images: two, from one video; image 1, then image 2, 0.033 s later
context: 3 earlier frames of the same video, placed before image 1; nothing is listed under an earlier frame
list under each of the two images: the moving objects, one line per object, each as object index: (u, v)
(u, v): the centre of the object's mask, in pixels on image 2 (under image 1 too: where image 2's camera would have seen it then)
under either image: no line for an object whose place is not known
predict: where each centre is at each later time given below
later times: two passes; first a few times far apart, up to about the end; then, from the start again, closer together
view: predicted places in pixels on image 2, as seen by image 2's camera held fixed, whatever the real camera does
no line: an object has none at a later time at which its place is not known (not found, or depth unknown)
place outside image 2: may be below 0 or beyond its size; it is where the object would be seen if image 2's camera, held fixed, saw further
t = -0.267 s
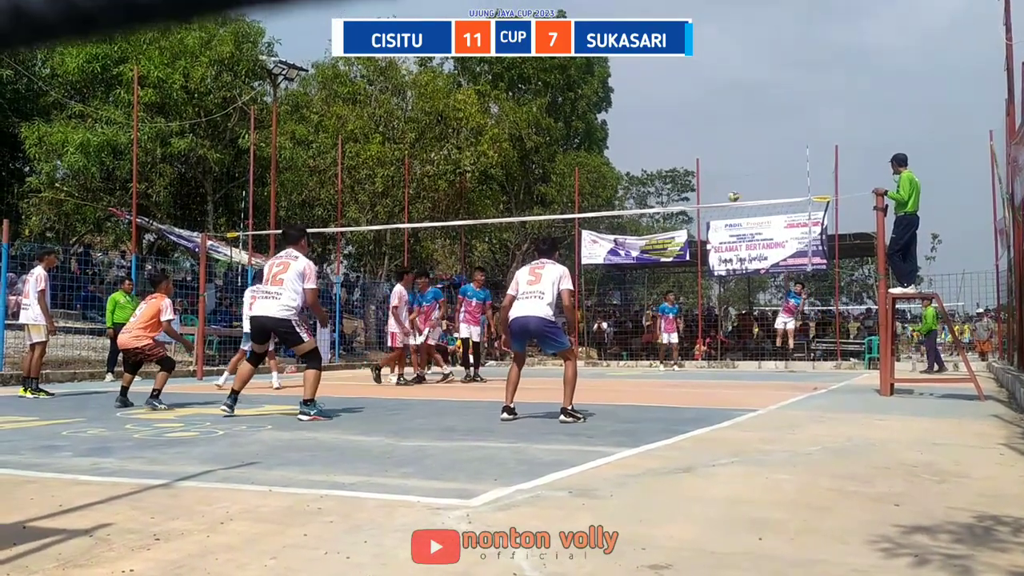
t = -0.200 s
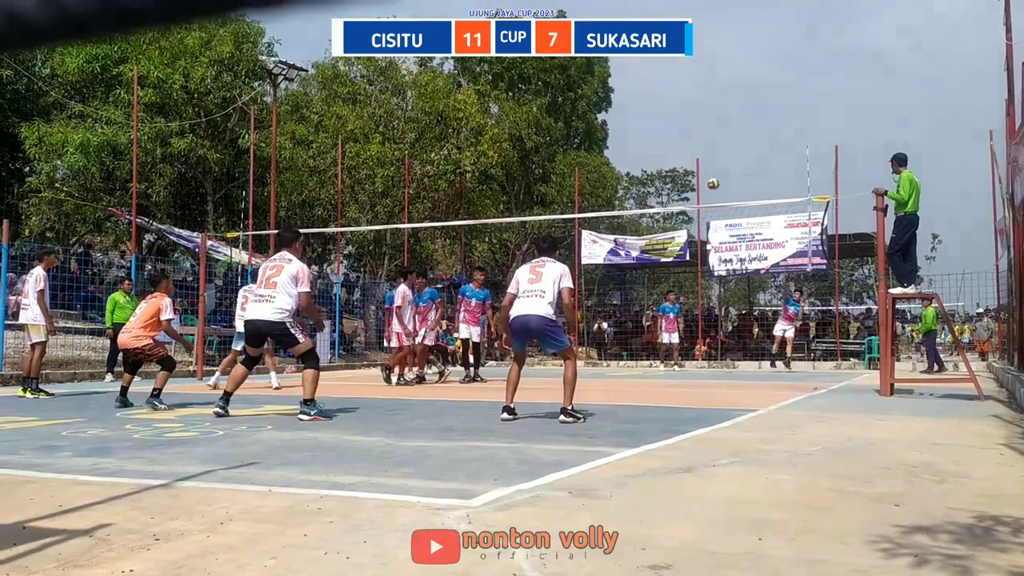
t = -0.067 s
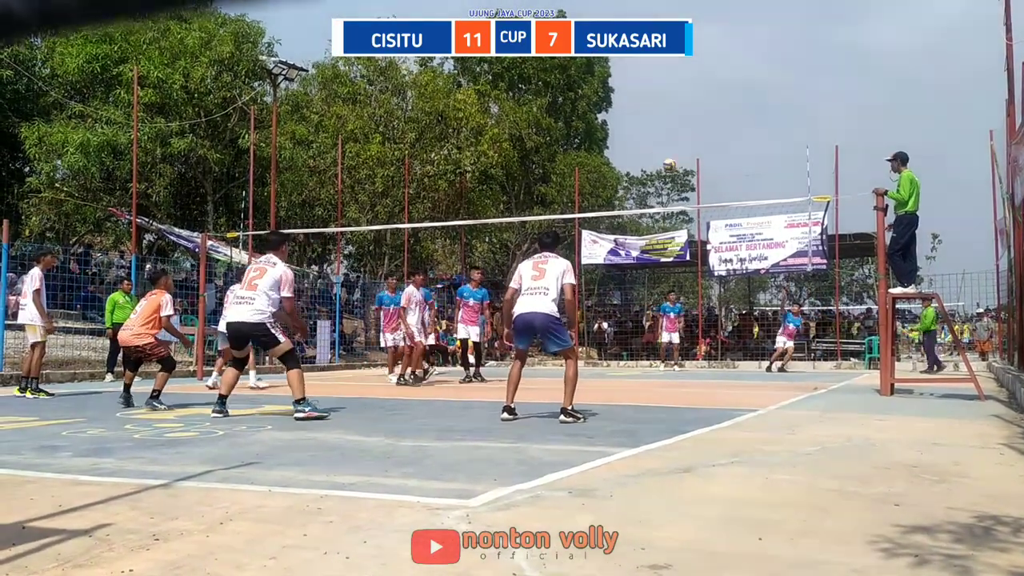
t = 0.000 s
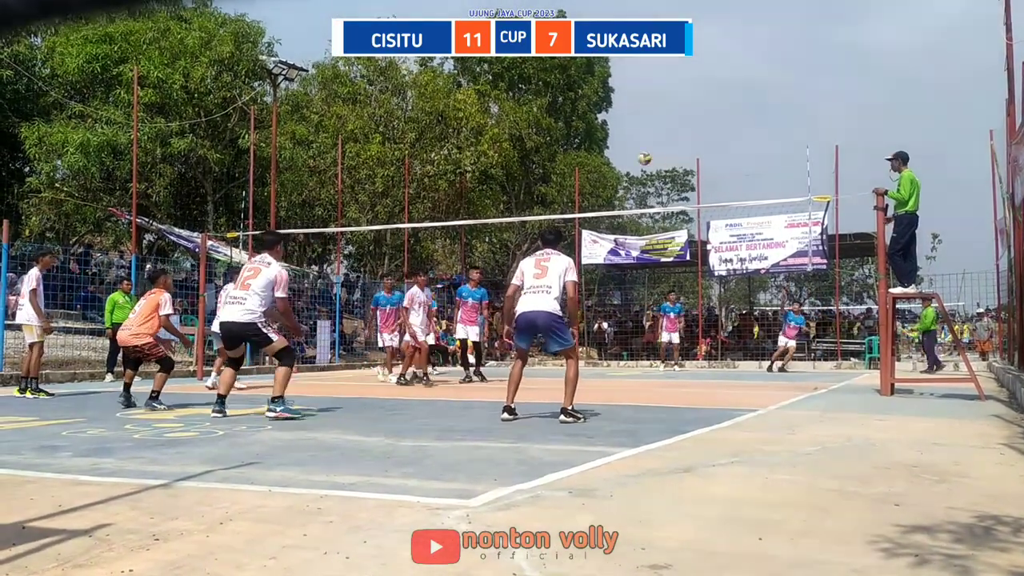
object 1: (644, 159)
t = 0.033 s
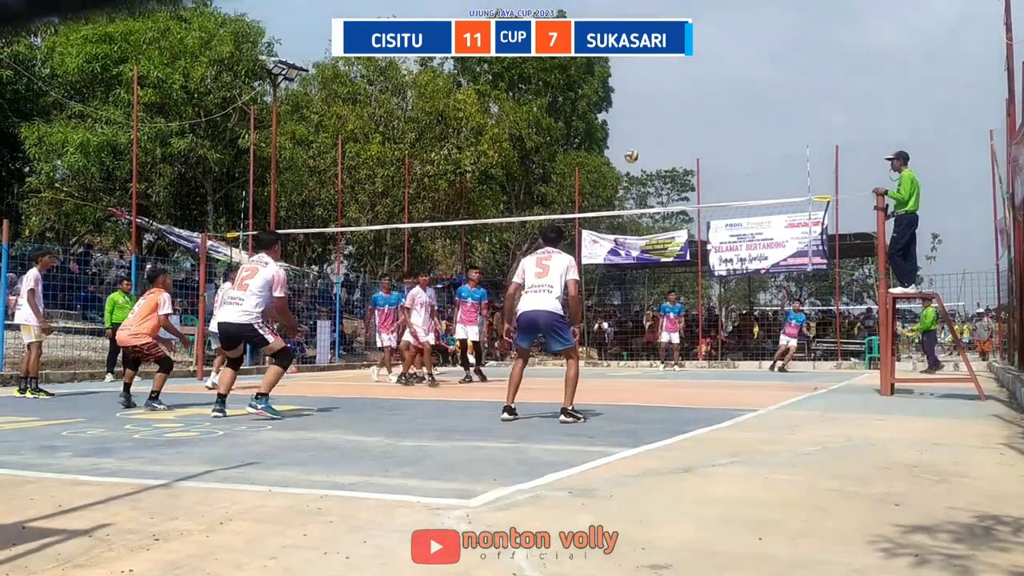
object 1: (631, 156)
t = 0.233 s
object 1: (536, 158)
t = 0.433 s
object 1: (409, 201)
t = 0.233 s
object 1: (536, 158)
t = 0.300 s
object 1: (498, 168)
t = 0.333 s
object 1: (478, 174)
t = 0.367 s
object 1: (457, 181)
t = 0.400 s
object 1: (434, 189)
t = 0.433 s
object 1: (409, 201)
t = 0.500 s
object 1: (355, 226)
